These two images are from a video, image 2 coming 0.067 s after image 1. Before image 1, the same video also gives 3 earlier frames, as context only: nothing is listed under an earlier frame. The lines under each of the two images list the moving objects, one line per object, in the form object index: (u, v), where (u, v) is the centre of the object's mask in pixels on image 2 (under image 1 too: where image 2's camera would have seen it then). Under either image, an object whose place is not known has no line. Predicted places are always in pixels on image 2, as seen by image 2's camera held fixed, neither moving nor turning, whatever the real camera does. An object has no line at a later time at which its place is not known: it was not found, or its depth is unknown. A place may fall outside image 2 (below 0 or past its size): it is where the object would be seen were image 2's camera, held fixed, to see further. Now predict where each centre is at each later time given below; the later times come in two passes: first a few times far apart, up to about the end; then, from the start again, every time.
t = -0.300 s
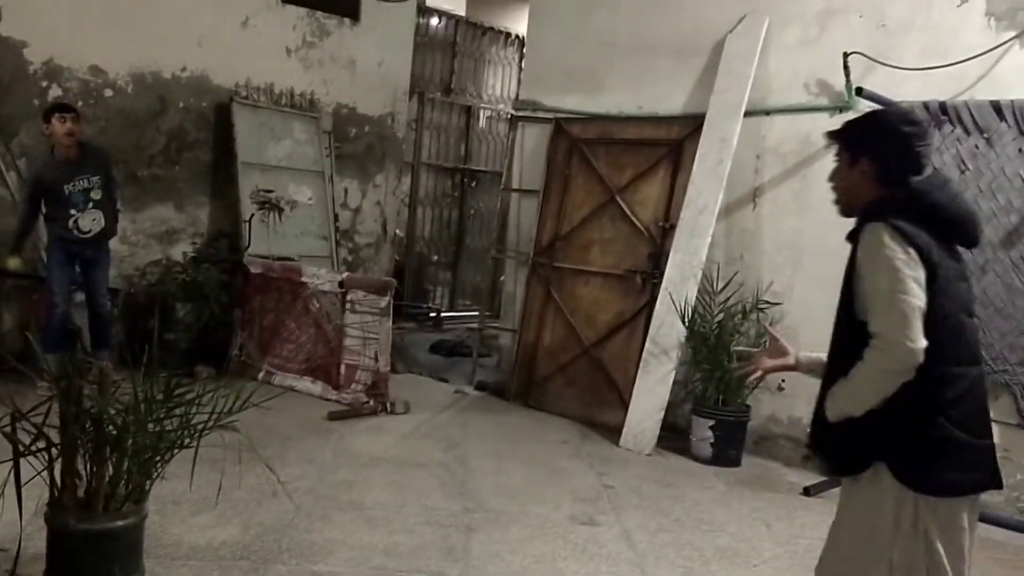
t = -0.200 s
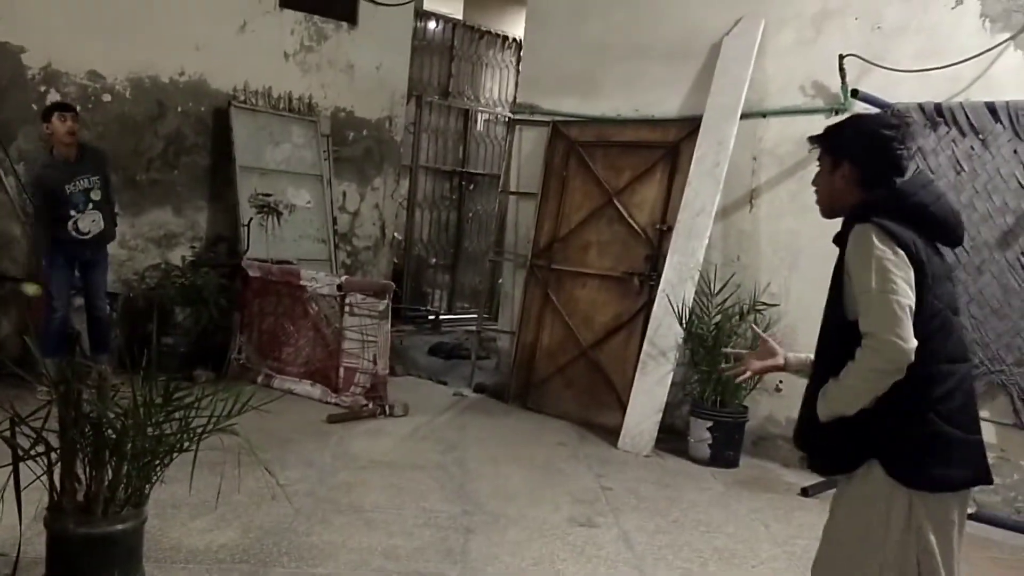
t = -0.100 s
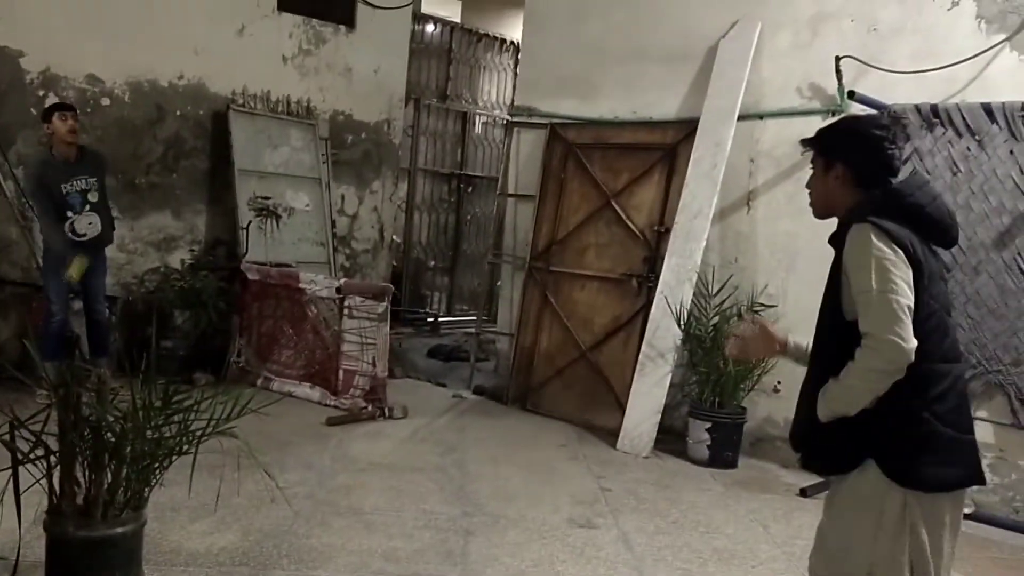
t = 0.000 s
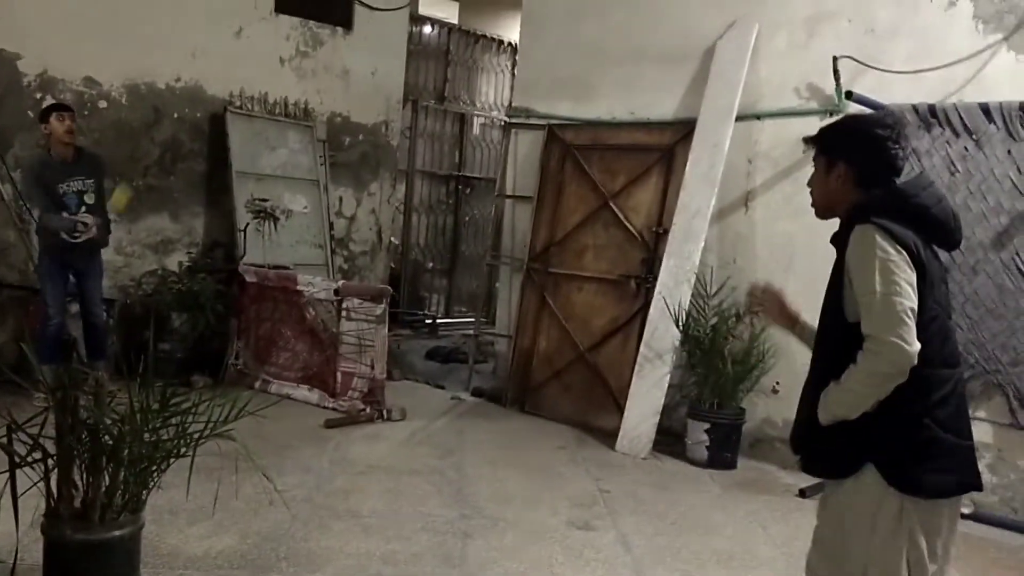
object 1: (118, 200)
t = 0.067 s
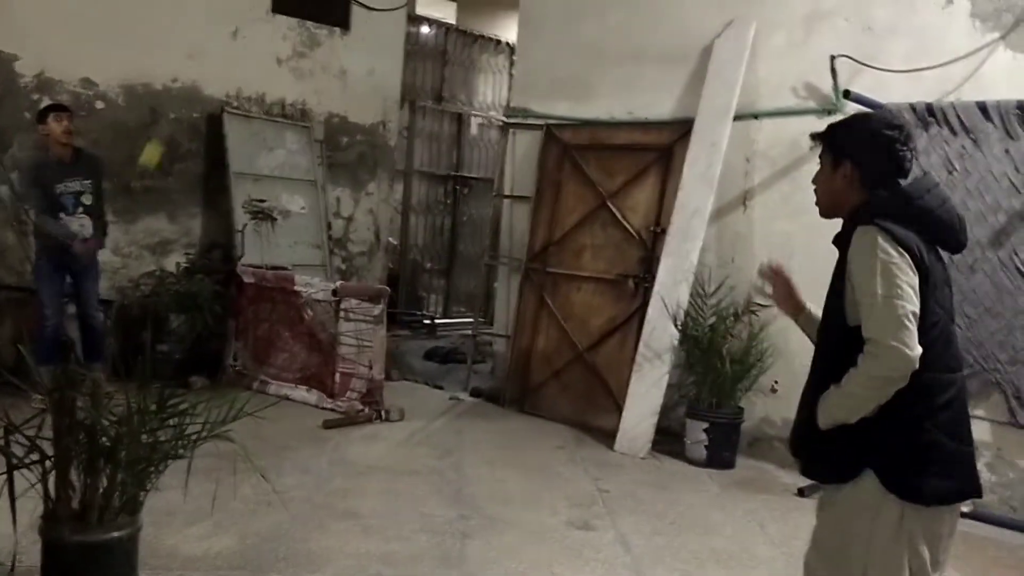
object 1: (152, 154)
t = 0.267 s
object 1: (275, 63)
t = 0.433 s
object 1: (413, 51)
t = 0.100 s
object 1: (170, 134)
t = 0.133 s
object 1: (188, 116)
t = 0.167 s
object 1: (208, 101)
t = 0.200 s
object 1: (229, 85)
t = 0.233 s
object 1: (251, 73)
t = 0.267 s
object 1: (275, 63)
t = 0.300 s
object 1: (299, 54)
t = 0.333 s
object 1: (327, 47)
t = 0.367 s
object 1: (353, 43)
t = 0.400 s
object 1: (382, 44)
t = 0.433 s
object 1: (413, 51)
